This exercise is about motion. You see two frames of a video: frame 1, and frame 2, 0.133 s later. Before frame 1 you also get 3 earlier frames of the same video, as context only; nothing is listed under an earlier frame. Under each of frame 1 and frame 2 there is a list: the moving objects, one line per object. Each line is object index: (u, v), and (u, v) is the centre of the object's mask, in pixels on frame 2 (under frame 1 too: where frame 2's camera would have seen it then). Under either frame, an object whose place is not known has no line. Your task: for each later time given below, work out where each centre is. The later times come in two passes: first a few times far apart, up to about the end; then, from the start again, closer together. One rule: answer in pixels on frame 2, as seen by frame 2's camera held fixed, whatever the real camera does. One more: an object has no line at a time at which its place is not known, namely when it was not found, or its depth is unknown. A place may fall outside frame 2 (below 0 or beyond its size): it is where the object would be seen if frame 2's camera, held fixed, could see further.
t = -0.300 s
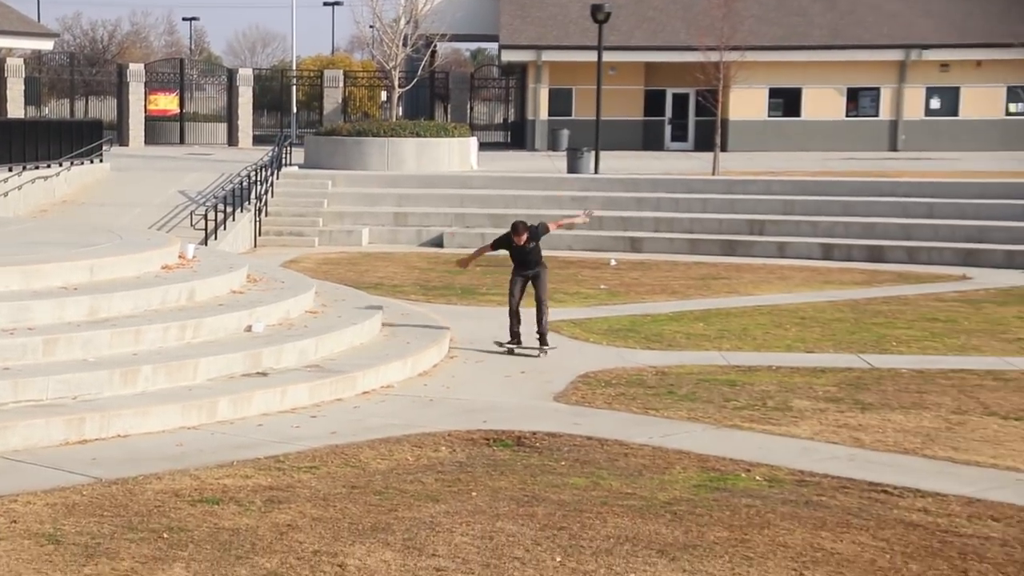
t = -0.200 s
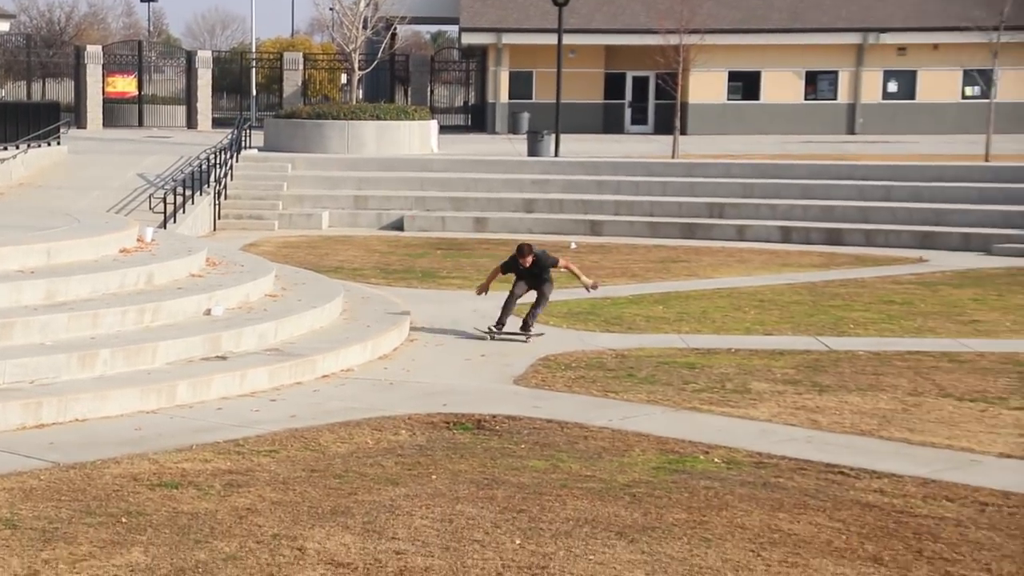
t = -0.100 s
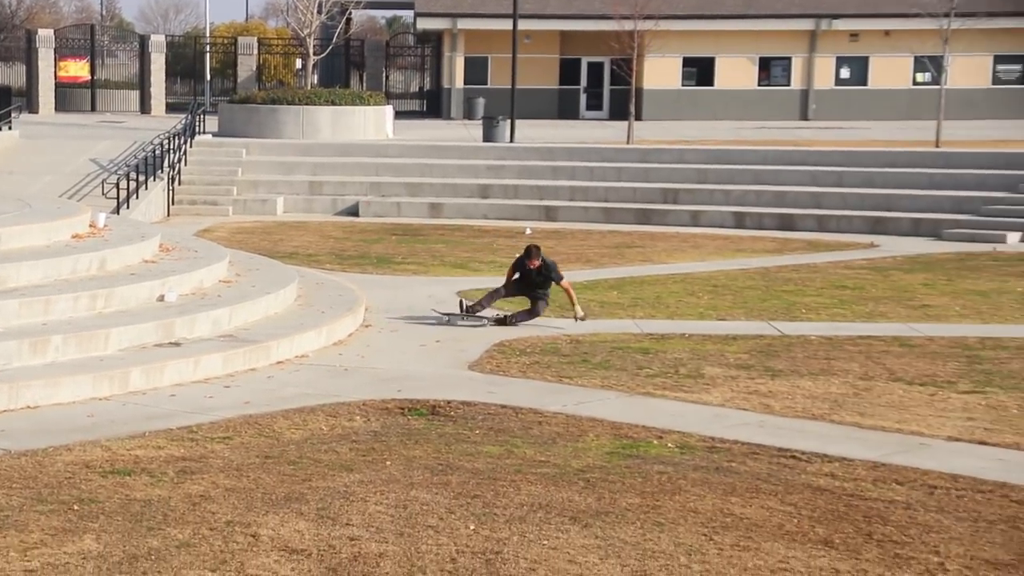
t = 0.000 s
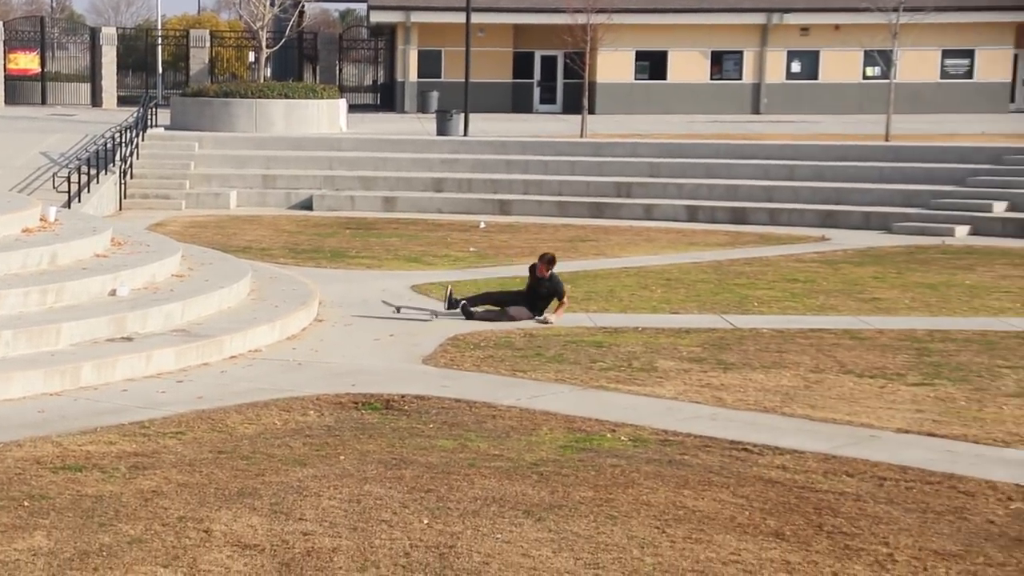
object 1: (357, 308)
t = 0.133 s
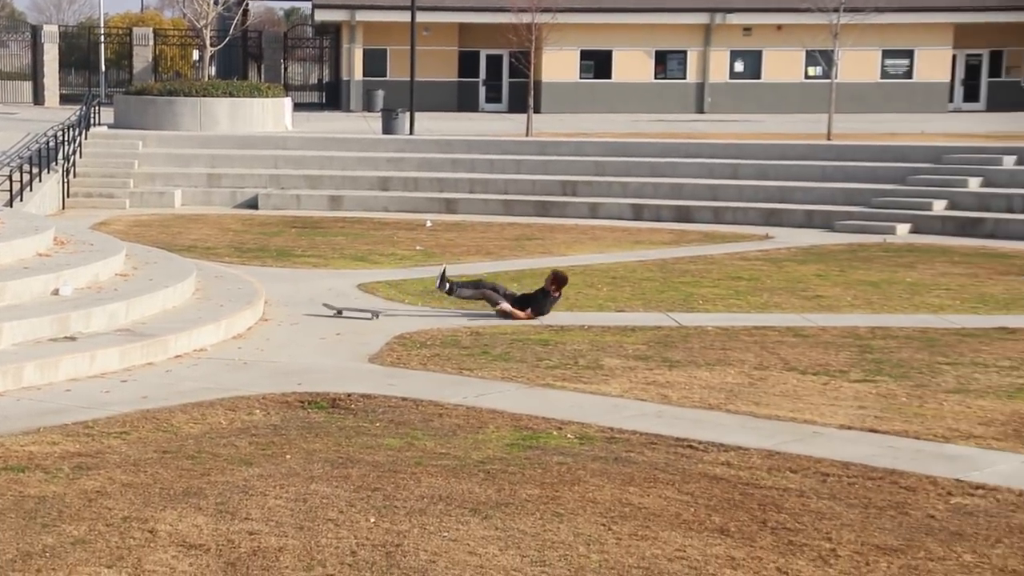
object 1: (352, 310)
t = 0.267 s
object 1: (347, 311)
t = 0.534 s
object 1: (339, 311)
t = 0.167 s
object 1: (350, 310)
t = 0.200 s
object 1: (349, 311)
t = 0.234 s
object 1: (348, 311)
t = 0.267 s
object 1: (347, 311)
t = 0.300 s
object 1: (347, 310)
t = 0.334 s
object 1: (345, 311)
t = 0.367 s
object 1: (344, 311)
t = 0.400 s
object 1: (343, 310)
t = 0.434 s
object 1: (341, 311)
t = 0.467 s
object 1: (341, 310)
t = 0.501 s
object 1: (340, 311)
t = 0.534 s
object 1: (339, 311)
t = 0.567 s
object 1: (339, 310)
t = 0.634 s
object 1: (336, 309)
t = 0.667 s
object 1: (334, 309)
